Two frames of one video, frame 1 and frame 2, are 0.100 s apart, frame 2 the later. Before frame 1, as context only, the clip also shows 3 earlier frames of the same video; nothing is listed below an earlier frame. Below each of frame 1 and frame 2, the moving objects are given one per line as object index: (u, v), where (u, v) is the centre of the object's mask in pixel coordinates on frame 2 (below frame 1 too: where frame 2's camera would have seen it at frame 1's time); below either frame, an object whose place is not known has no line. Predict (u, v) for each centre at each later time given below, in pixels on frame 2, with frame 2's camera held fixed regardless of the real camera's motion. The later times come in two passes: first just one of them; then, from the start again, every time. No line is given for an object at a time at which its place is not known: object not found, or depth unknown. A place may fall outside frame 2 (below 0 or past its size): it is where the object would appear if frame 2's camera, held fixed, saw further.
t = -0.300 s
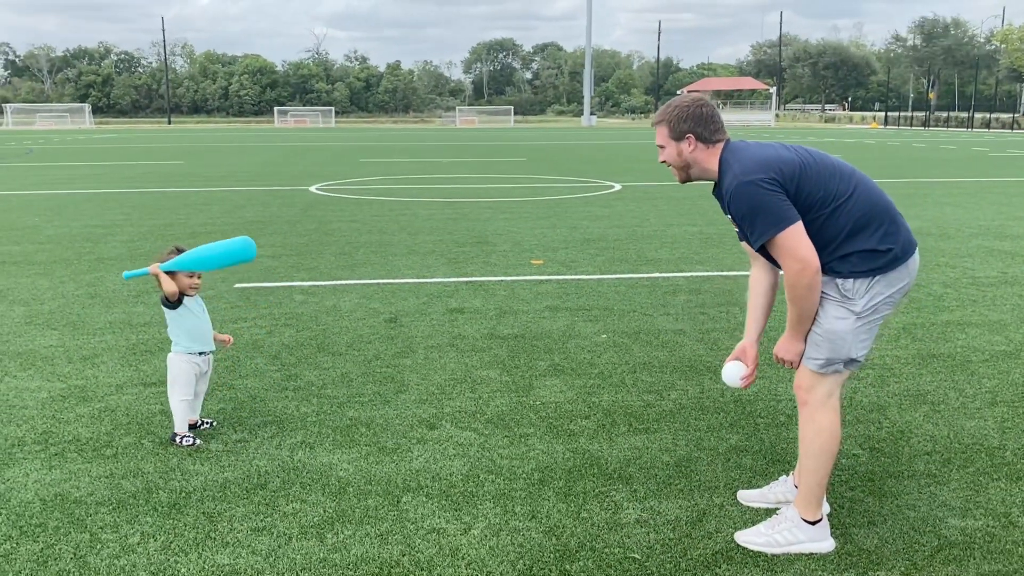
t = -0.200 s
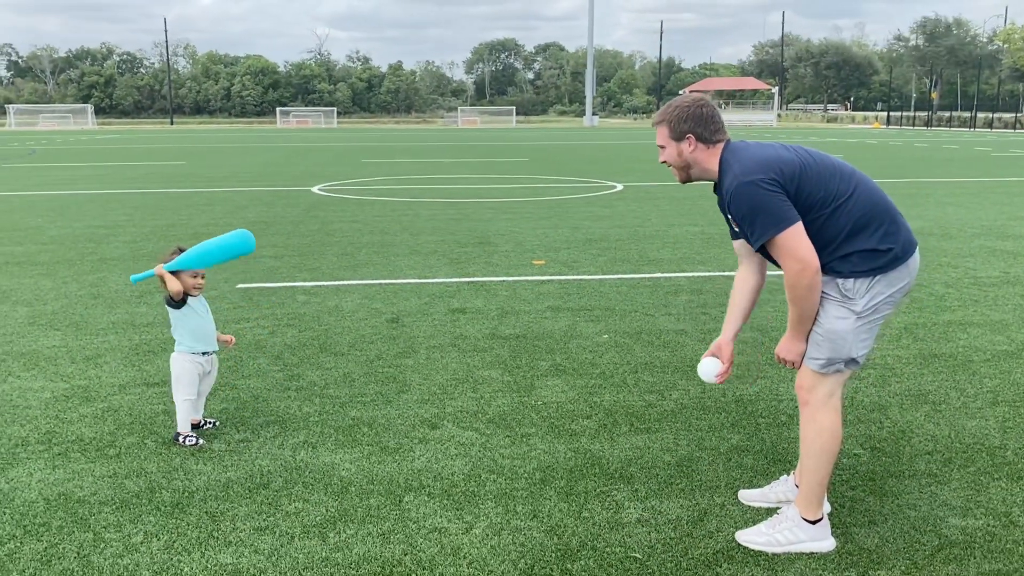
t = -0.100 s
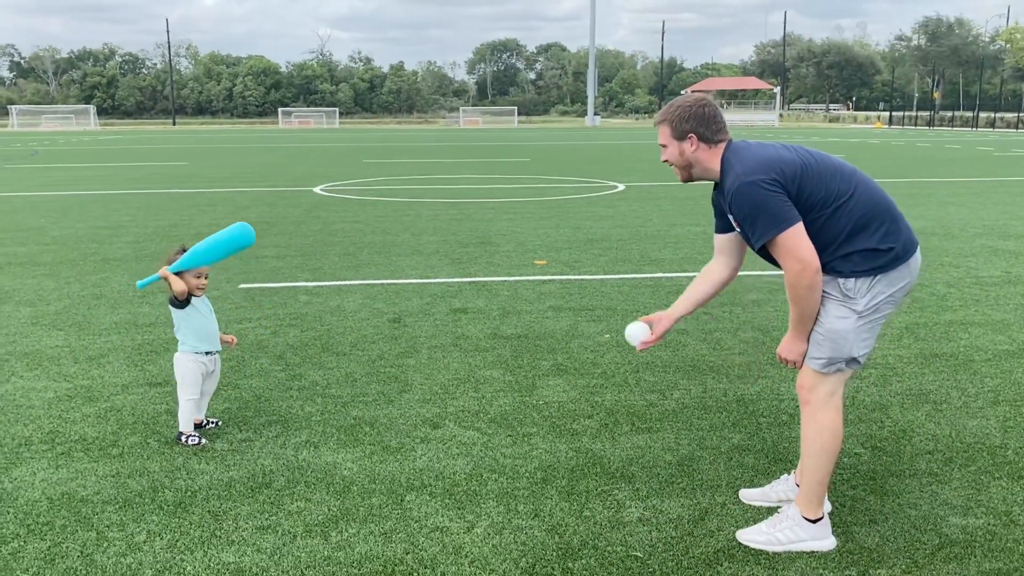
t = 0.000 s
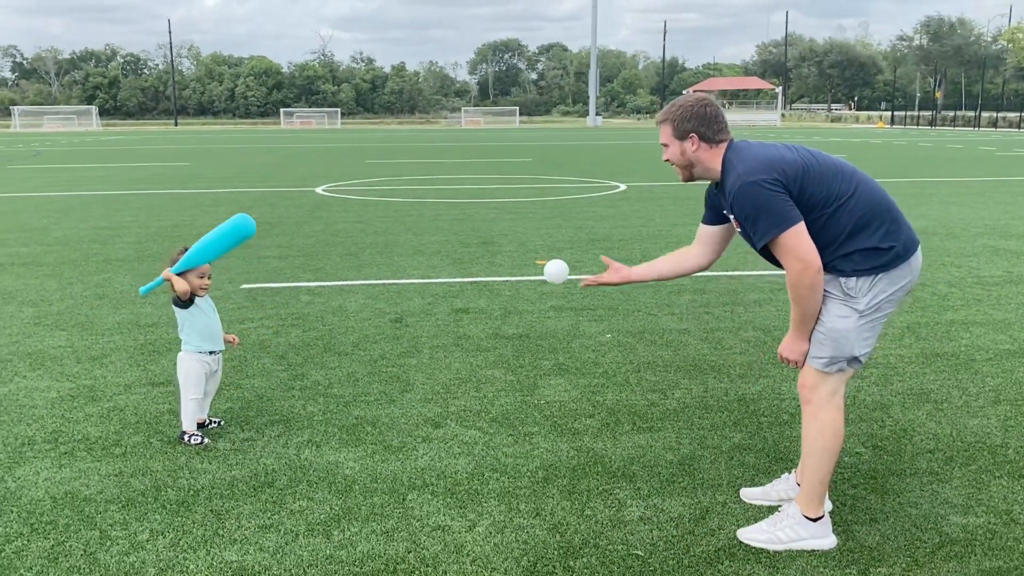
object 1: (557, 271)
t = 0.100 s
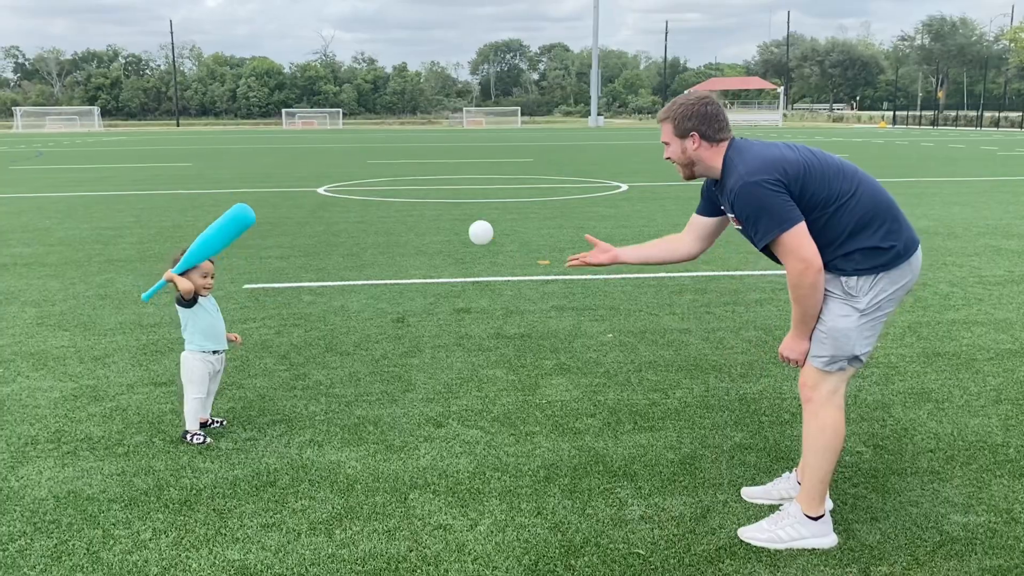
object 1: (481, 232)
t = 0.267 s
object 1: (362, 226)
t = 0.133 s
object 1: (456, 226)
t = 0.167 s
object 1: (431, 222)
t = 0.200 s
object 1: (408, 221)
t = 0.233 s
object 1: (385, 222)
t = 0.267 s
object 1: (362, 226)
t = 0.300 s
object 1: (340, 233)
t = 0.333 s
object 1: (319, 242)
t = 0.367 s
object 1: (298, 253)
